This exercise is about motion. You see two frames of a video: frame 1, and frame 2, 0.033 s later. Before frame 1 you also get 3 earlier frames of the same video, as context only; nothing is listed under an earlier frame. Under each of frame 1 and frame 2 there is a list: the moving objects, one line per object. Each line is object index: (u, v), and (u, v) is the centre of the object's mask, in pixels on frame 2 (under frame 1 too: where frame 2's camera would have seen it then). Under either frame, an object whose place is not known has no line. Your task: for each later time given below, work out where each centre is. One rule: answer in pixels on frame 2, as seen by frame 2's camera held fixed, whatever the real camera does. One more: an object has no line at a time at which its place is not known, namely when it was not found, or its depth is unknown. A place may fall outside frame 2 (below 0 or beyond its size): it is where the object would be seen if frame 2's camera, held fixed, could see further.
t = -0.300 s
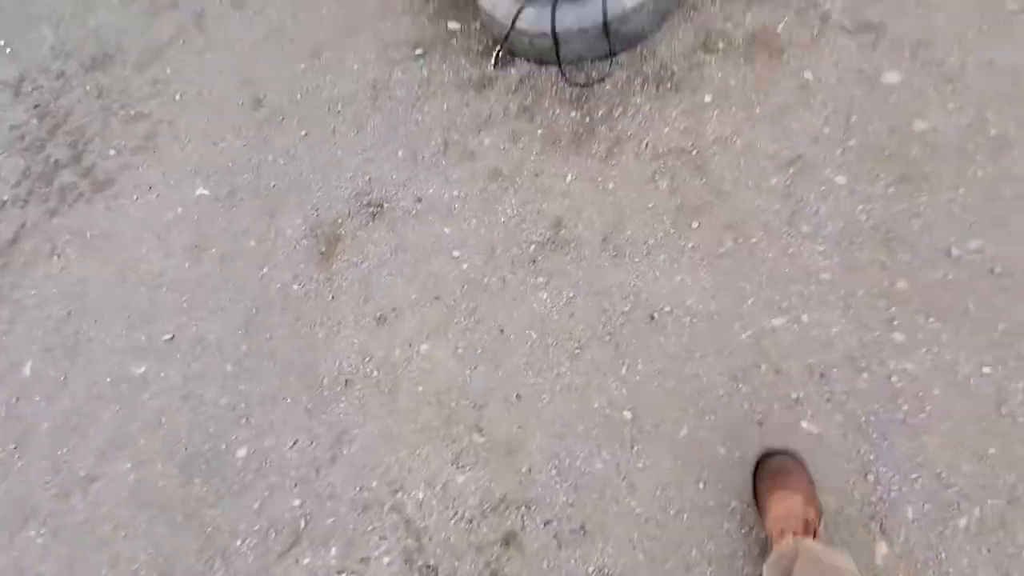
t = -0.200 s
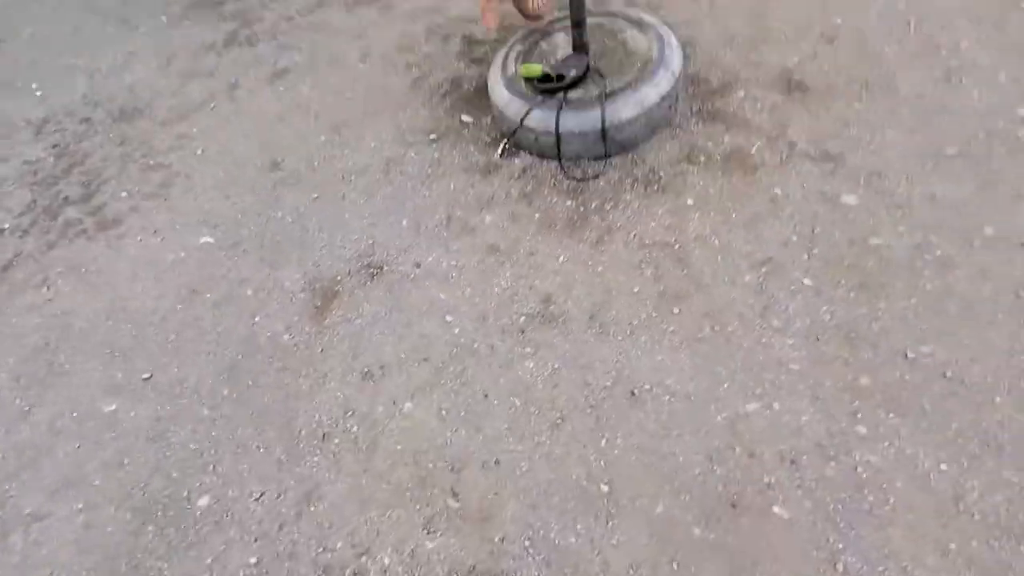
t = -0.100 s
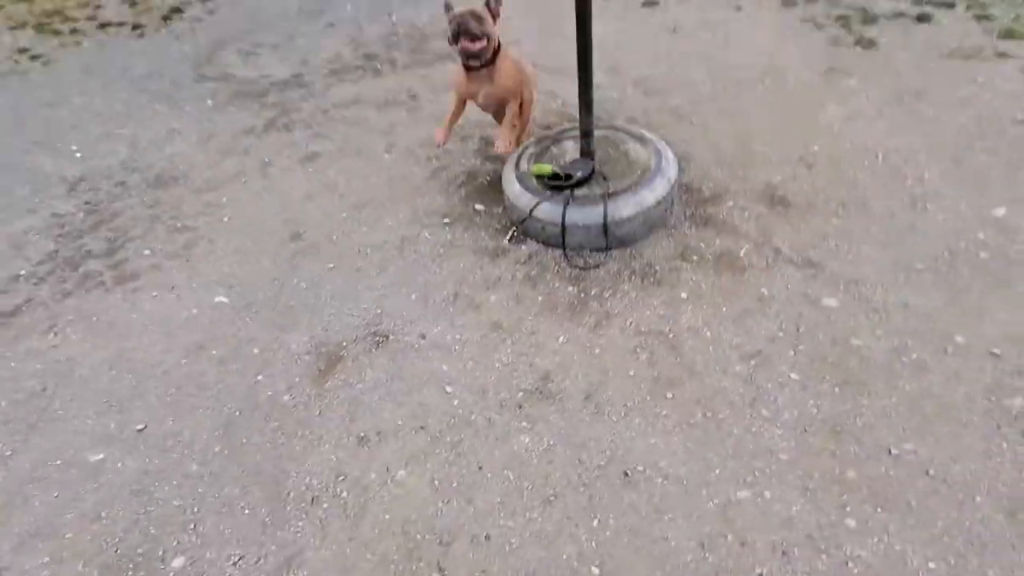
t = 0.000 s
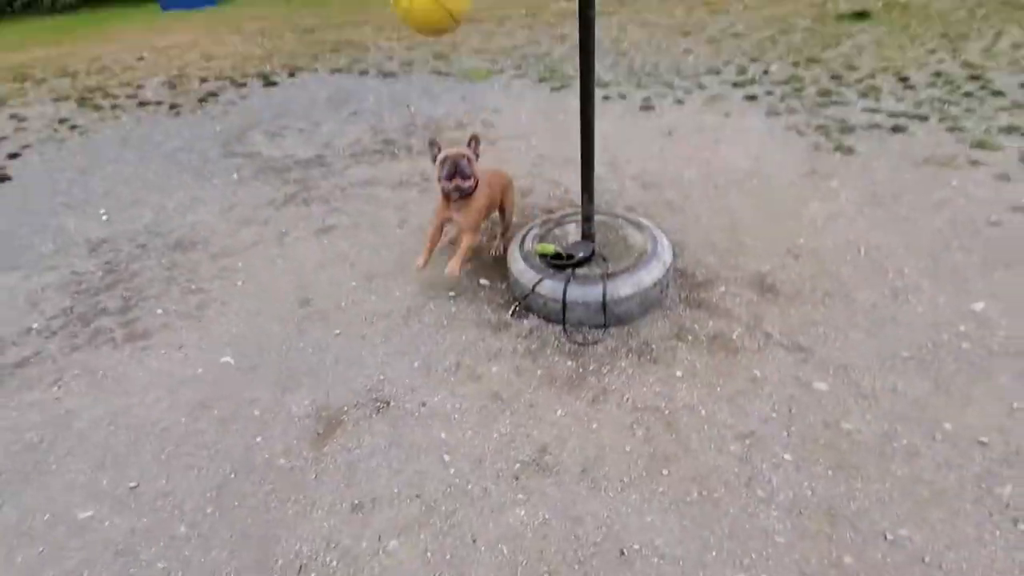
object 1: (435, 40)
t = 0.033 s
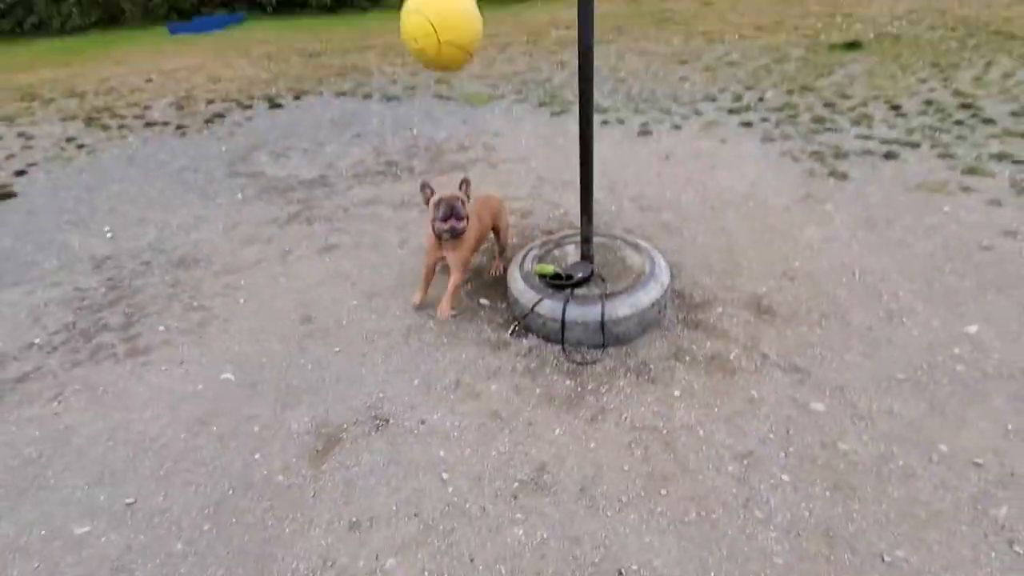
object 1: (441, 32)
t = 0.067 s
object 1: (451, 38)
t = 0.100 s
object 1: (464, 49)
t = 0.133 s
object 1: (479, 60)
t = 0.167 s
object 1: (496, 70)
